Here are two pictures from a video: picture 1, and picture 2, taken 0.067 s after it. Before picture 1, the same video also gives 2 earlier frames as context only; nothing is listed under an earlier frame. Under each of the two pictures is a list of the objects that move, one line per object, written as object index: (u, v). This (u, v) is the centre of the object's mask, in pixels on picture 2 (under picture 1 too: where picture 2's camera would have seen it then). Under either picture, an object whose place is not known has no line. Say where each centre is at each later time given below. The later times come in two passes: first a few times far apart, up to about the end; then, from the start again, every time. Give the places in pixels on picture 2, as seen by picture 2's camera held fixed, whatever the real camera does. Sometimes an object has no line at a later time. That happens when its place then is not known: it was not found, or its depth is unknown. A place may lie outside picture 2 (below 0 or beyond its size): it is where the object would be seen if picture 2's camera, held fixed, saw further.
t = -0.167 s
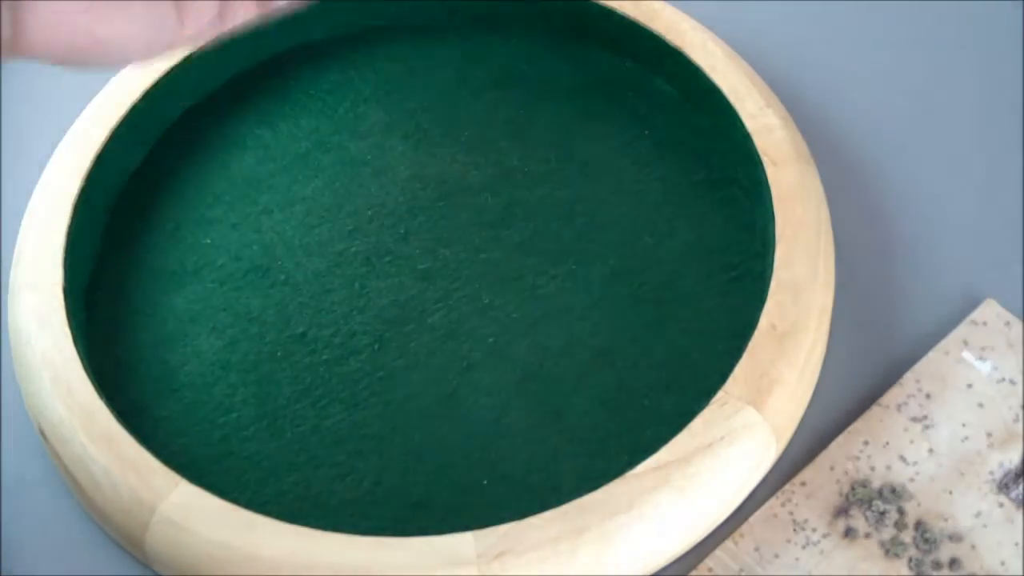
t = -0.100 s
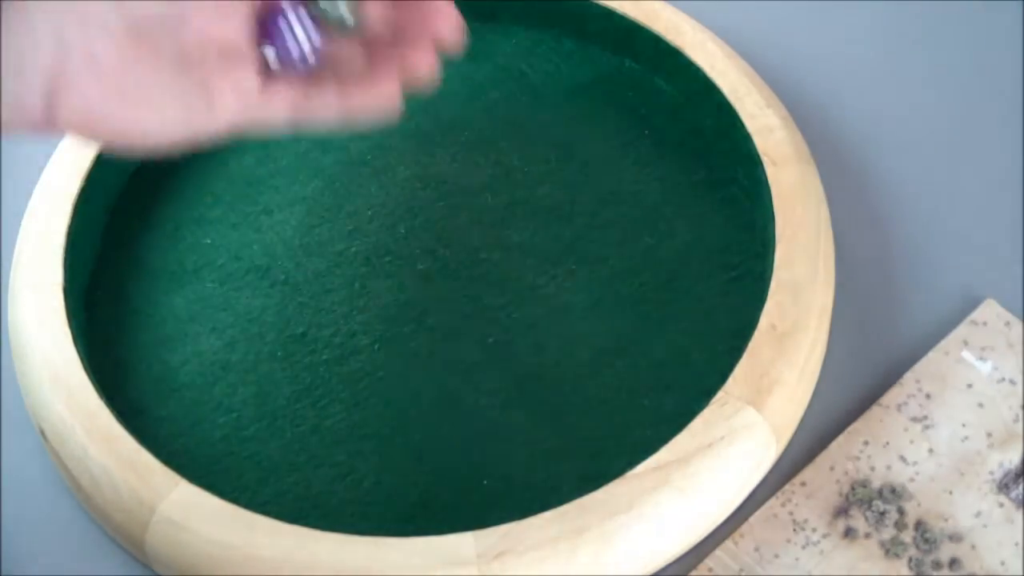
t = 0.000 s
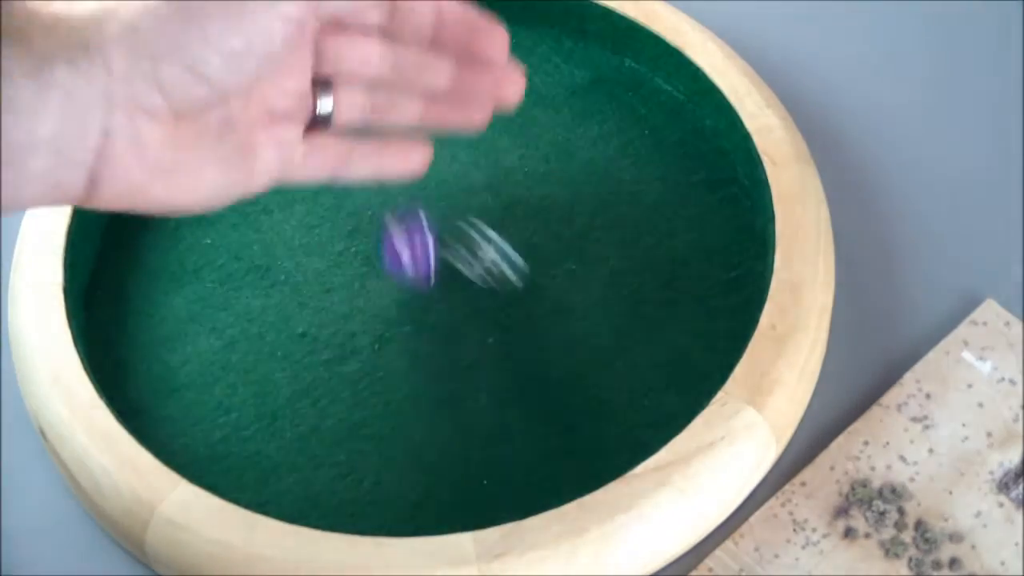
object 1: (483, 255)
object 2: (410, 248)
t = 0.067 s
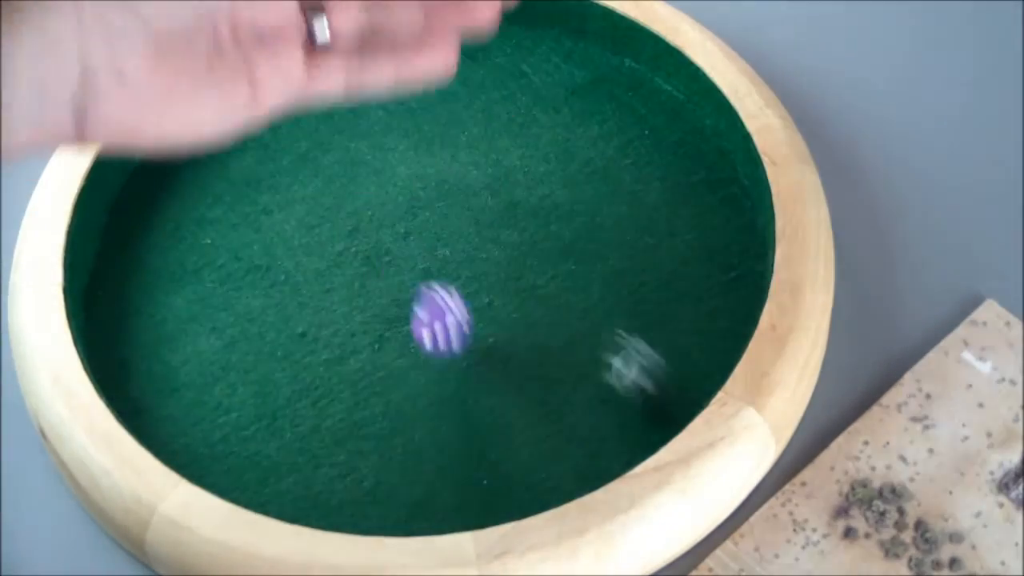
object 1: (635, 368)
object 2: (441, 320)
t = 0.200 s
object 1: (513, 388)
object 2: (525, 448)
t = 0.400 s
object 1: (374, 370)
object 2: (551, 479)
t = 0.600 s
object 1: (330, 338)
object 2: (561, 473)
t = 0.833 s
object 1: (331, 337)
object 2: (561, 473)
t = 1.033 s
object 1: (331, 337)
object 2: (561, 473)
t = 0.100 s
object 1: (654, 401)
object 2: (461, 366)
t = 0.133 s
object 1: (602, 394)
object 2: (483, 390)
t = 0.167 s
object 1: (557, 390)
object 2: (506, 423)
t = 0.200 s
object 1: (513, 388)
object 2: (525, 448)
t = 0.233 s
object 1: (479, 382)
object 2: (543, 466)
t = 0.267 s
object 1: (449, 383)
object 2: (553, 480)
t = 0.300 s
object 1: (431, 378)
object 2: (558, 488)
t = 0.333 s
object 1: (409, 375)
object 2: (557, 485)
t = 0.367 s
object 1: (389, 376)
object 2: (551, 482)
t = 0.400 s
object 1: (374, 370)
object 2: (551, 479)
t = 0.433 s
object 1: (361, 369)
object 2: (553, 475)
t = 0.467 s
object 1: (348, 364)
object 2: (558, 473)
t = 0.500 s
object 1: (337, 354)
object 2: (560, 473)
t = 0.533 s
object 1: (331, 347)
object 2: (561, 473)
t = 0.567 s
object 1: (329, 342)
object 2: (561, 473)
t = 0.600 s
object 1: (330, 338)
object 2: (561, 473)
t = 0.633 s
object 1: (331, 337)
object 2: (561, 473)
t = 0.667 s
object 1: (331, 337)
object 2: (561, 473)
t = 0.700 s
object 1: (331, 337)
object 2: (561, 473)
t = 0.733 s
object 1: (331, 338)
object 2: (561, 473)
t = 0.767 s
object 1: (331, 338)
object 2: (561, 473)
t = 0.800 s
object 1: (331, 337)
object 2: (561, 473)
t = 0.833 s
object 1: (331, 337)
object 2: (561, 473)
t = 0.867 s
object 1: (331, 338)
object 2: (561, 473)
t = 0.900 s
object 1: (331, 338)
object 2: (561, 473)
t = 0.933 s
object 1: (331, 338)
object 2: (561, 473)
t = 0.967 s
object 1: (331, 337)
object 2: (561, 473)
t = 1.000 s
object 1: (331, 338)
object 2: (561, 473)
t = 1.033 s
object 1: (331, 337)
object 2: (561, 473)
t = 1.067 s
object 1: (331, 338)
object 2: (561, 473)
